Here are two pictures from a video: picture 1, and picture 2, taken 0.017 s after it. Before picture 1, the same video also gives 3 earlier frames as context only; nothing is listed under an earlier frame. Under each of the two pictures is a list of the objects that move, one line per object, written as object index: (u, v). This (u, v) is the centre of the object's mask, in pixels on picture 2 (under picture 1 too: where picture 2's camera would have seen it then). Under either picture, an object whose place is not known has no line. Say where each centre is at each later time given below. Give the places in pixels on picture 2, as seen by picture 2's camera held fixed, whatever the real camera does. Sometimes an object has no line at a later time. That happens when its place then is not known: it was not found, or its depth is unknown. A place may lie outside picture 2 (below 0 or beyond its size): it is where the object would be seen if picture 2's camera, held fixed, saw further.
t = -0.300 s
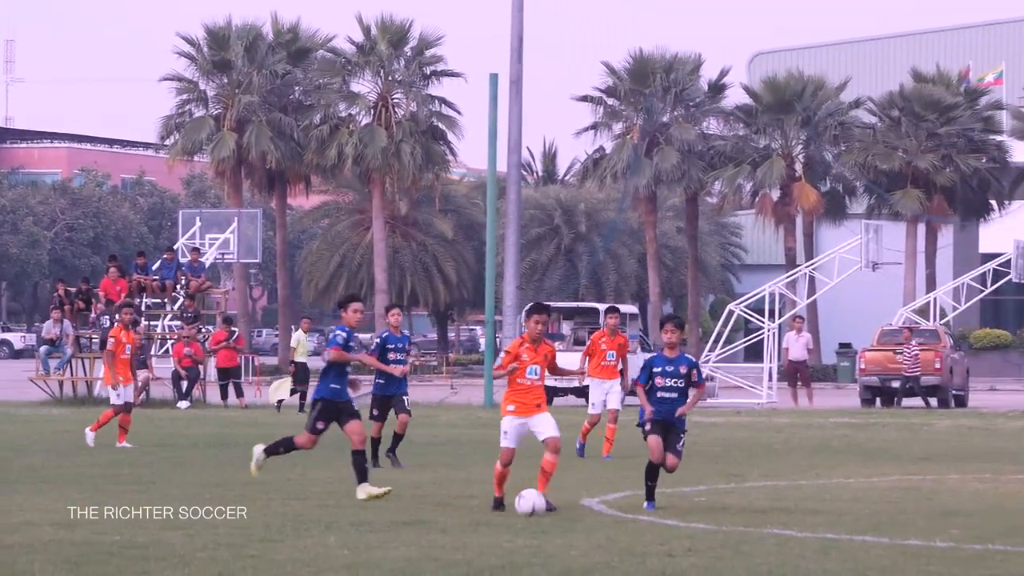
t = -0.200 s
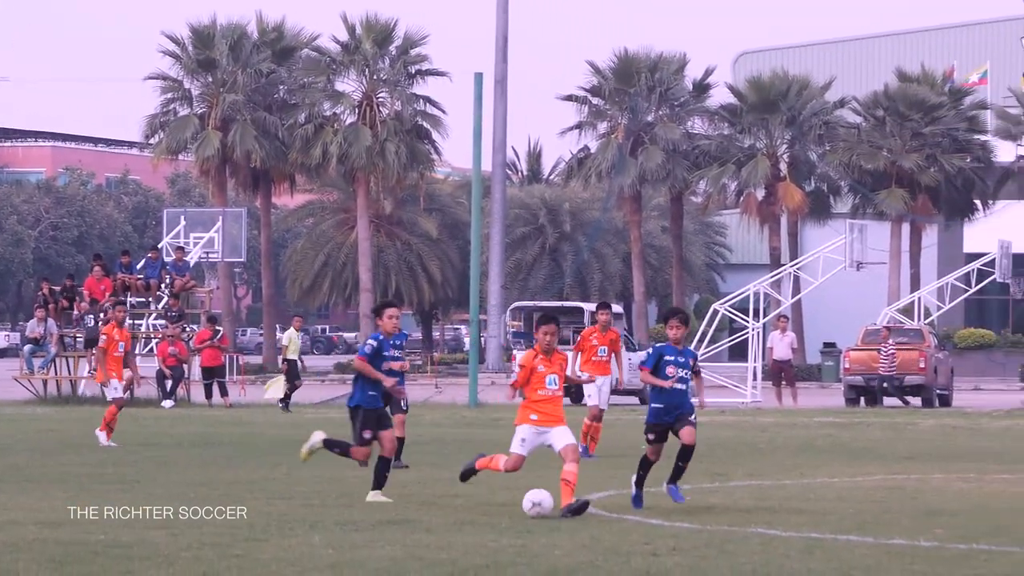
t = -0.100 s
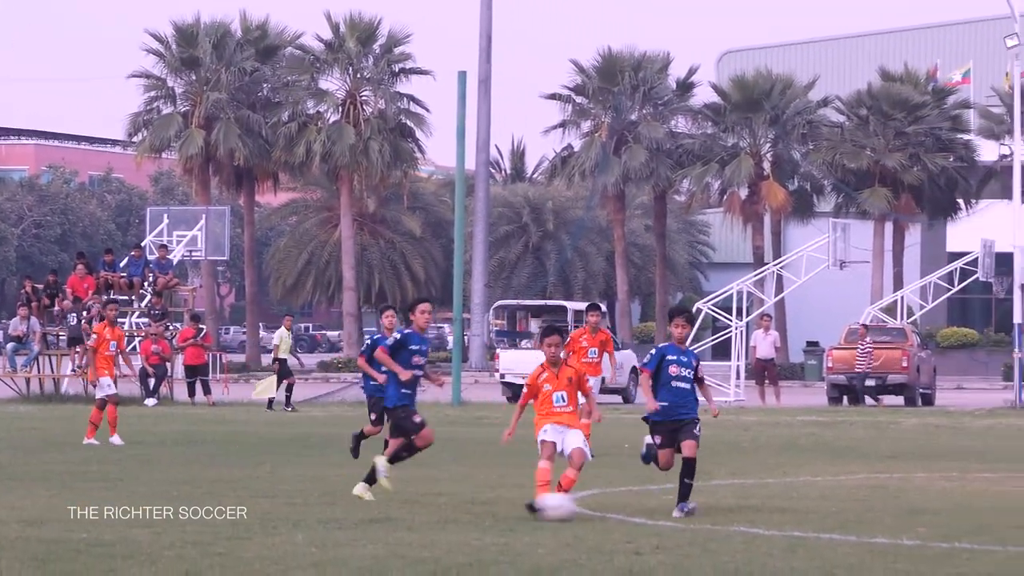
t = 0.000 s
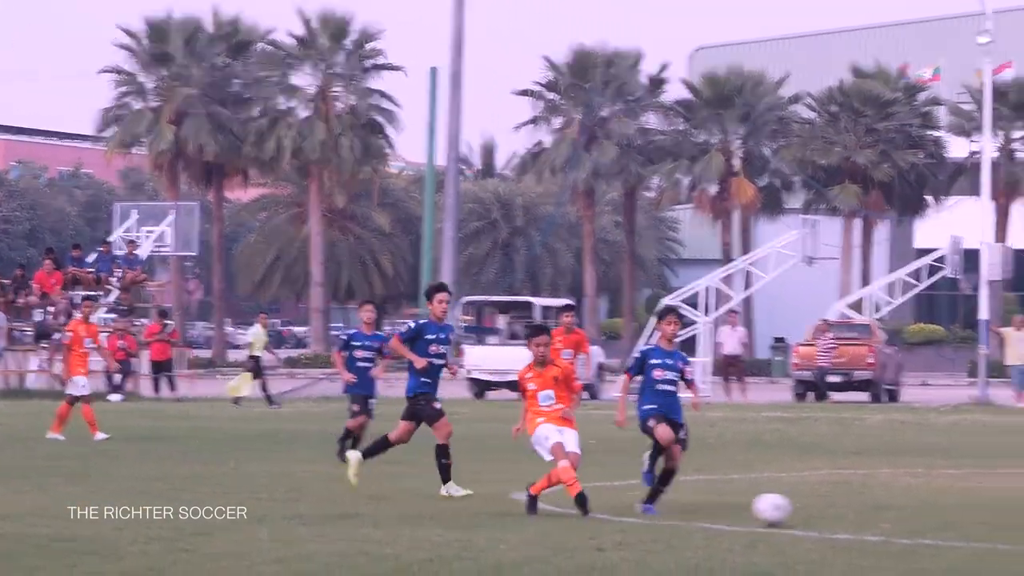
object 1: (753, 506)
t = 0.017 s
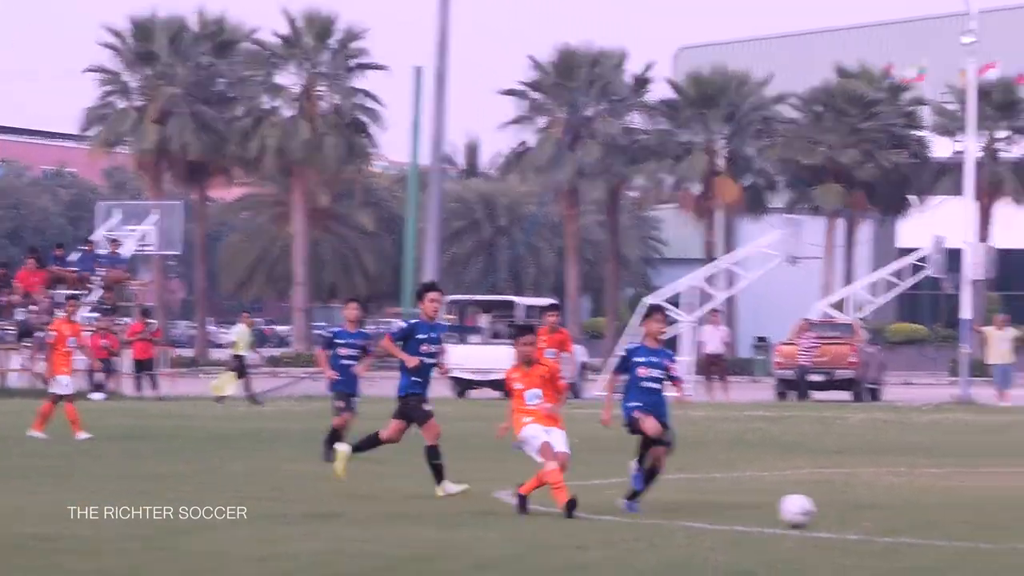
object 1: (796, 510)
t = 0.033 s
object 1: (839, 513)
